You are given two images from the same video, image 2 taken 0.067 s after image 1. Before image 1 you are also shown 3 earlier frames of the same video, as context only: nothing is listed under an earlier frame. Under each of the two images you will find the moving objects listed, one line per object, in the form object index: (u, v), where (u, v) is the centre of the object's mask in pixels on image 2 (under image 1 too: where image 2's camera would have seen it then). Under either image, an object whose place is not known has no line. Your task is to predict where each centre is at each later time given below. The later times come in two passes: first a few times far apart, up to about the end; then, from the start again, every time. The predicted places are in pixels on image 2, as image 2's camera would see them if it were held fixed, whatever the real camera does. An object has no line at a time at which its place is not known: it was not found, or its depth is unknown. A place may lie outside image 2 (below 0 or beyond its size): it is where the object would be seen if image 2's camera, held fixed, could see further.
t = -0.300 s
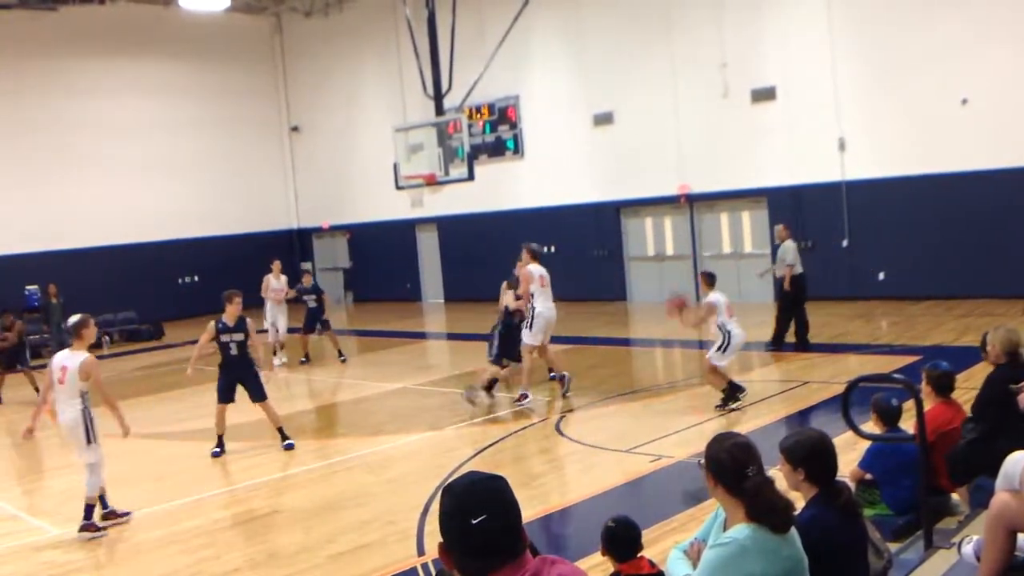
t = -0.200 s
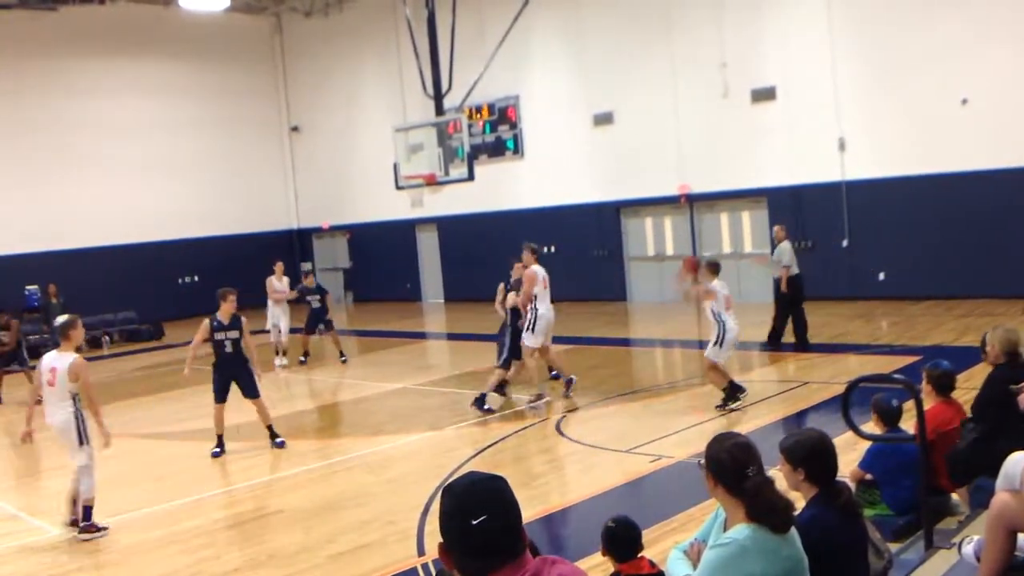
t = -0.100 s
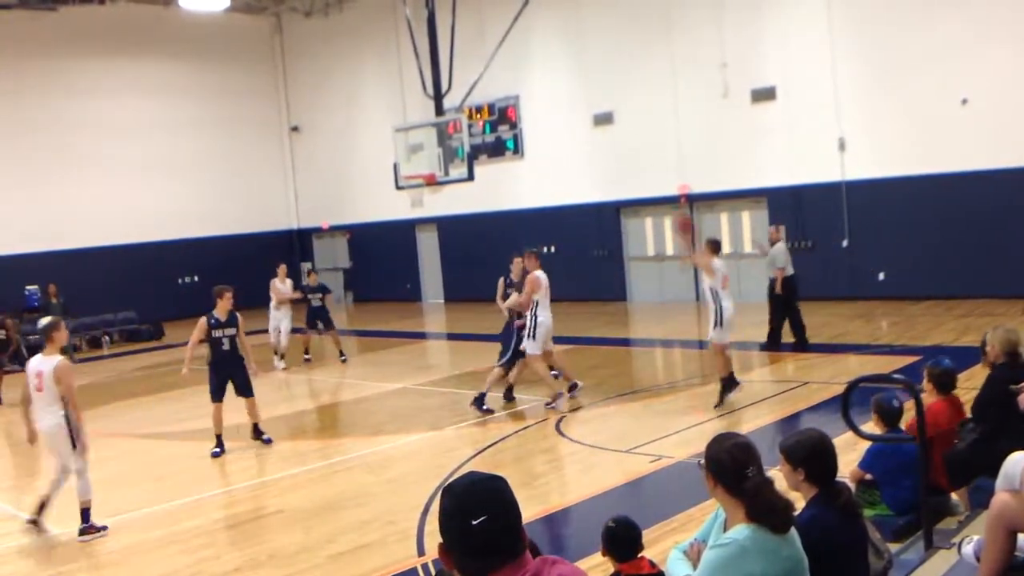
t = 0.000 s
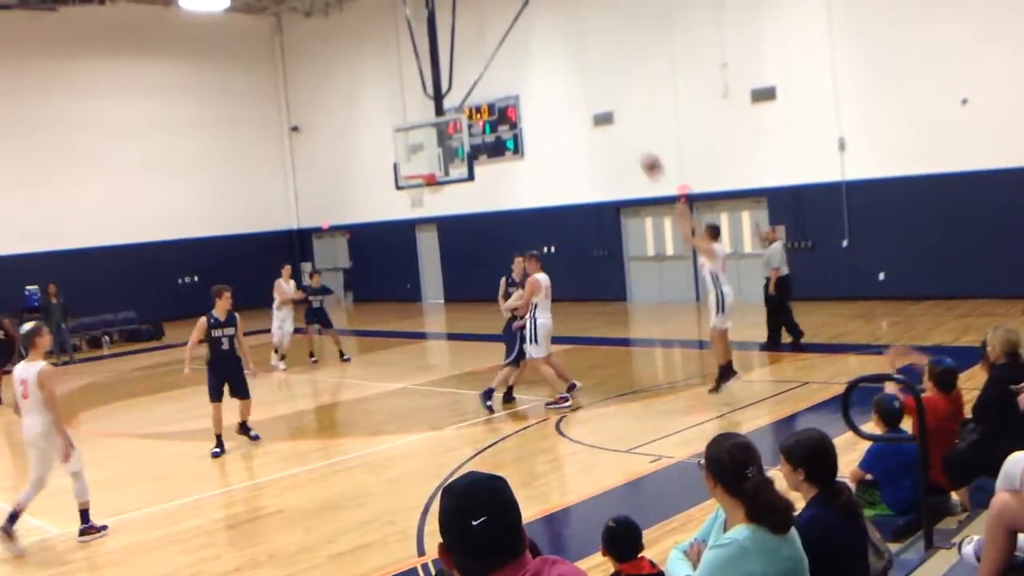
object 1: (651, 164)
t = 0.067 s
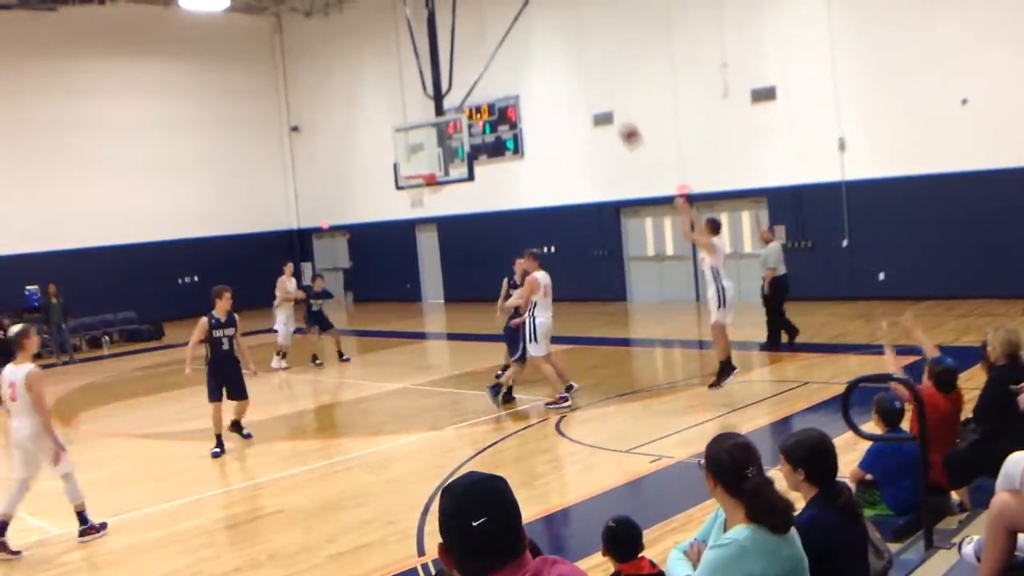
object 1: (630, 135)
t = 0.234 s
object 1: (581, 78)
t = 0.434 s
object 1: (531, 44)
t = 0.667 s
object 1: (485, 44)
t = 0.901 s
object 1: (446, 80)
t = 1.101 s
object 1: (421, 133)
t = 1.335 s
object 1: (408, 184)
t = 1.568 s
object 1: (420, 191)
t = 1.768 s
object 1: (424, 208)
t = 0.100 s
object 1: (620, 121)
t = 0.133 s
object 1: (609, 109)
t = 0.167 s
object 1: (599, 97)
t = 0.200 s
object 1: (590, 87)
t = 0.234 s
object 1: (581, 78)
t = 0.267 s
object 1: (573, 70)
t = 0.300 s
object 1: (564, 63)
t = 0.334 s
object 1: (556, 57)
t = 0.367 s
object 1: (547, 52)
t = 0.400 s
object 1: (539, 48)
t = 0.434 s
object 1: (531, 44)
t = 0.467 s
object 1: (523, 42)
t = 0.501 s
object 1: (517, 40)
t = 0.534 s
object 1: (510, 40)
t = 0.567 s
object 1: (503, 40)
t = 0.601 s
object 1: (496, 41)
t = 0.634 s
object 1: (490, 42)
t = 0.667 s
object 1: (485, 44)
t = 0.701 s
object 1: (479, 47)
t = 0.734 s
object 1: (472, 50)
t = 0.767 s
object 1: (468, 55)
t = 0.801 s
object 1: (462, 60)
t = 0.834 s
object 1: (457, 65)
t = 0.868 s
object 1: (452, 72)
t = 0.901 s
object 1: (446, 80)
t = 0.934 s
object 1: (443, 87)
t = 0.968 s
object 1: (437, 93)
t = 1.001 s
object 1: (434, 103)
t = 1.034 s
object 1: (429, 111)
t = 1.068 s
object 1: (426, 121)
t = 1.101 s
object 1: (421, 133)
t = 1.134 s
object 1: (417, 144)
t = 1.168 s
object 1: (414, 152)
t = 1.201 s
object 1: (410, 165)
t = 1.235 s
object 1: (408, 174)
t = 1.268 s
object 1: (407, 180)
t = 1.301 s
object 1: (408, 184)
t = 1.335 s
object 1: (408, 184)
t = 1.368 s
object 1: (410, 187)
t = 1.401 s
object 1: (412, 188)
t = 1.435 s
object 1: (414, 188)
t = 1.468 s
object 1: (417, 189)
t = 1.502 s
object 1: (418, 190)
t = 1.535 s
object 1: (419, 191)
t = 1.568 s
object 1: (420, 191)
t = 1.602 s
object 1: (422, 193)
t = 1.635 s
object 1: (422, 195)
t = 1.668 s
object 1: (423, 198)
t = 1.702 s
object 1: (423, 200)
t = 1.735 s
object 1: (423, 203)
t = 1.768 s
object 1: (424, 208)
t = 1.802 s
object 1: (424, 213)
